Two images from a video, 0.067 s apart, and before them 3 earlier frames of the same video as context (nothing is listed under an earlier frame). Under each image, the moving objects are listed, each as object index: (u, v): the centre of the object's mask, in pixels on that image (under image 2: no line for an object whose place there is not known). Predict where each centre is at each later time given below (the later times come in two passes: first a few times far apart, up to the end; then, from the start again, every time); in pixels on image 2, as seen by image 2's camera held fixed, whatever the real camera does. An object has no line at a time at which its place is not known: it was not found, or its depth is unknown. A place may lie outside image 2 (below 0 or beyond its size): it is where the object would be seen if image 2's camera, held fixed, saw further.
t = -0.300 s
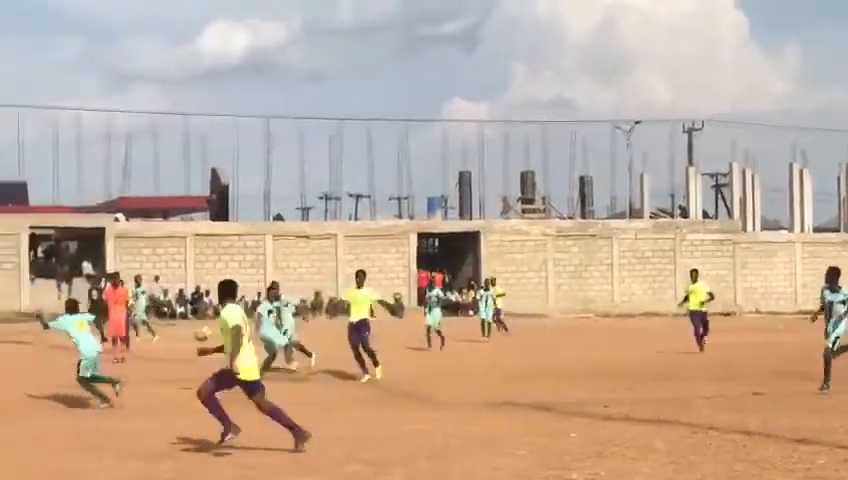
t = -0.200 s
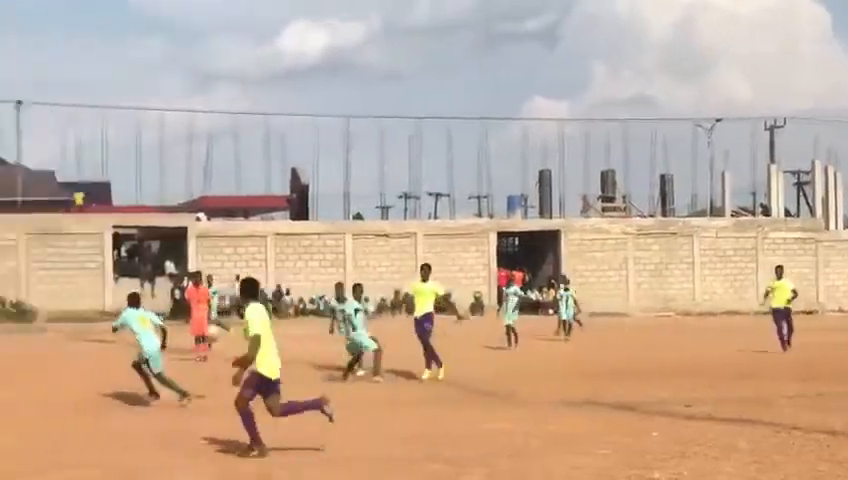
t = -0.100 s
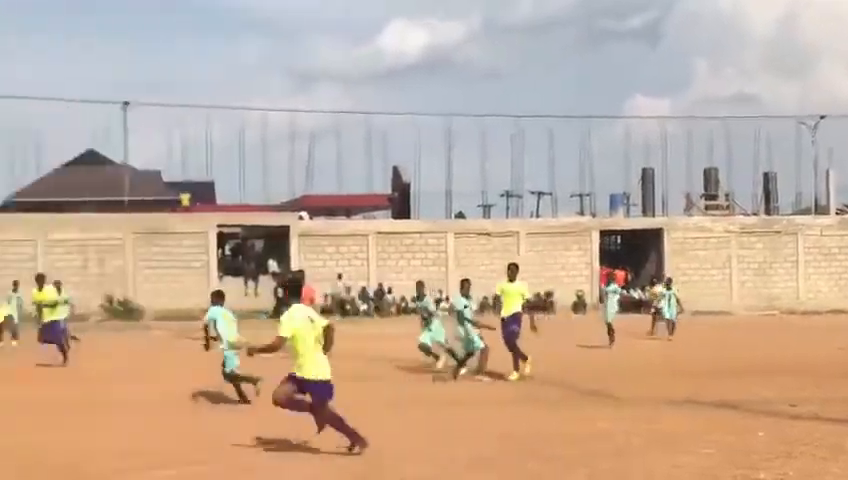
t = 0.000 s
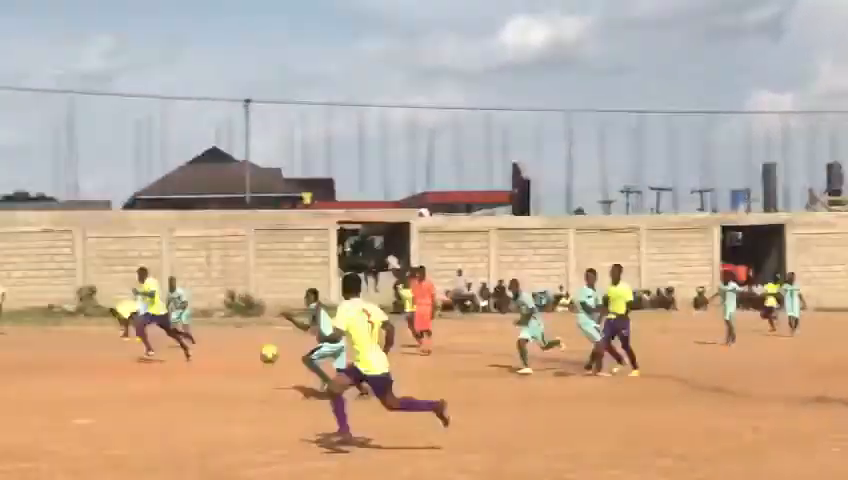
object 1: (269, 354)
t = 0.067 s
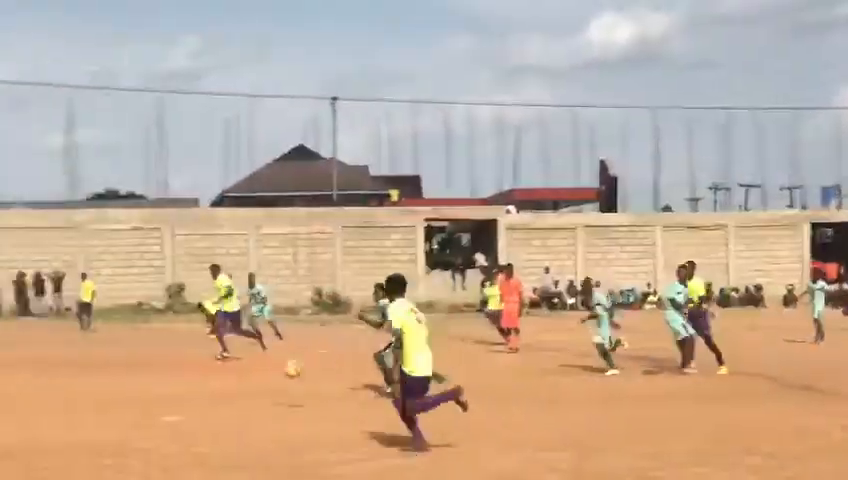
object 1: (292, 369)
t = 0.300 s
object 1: (72, 383)
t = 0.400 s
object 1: (-28, 371)
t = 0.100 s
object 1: (257, 380)
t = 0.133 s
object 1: (227, 391)
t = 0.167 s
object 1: (193, 407)
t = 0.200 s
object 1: (163, 407)
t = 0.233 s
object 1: (133, 397)
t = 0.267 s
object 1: (103, 389)
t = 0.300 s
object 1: (72, 383)
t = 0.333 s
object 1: (40, 377)
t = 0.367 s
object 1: (5, 374)
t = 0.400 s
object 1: (-28, 371)
